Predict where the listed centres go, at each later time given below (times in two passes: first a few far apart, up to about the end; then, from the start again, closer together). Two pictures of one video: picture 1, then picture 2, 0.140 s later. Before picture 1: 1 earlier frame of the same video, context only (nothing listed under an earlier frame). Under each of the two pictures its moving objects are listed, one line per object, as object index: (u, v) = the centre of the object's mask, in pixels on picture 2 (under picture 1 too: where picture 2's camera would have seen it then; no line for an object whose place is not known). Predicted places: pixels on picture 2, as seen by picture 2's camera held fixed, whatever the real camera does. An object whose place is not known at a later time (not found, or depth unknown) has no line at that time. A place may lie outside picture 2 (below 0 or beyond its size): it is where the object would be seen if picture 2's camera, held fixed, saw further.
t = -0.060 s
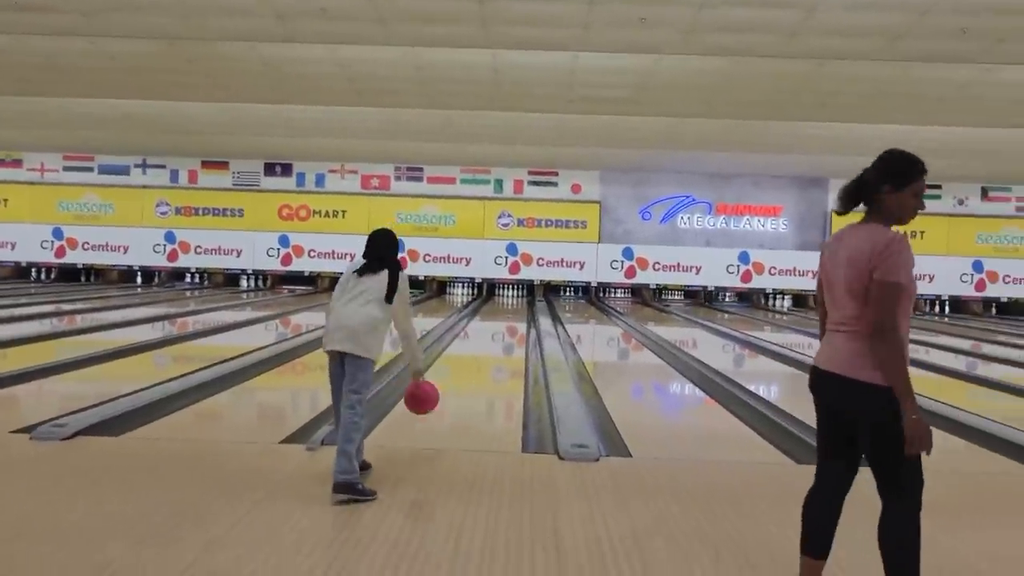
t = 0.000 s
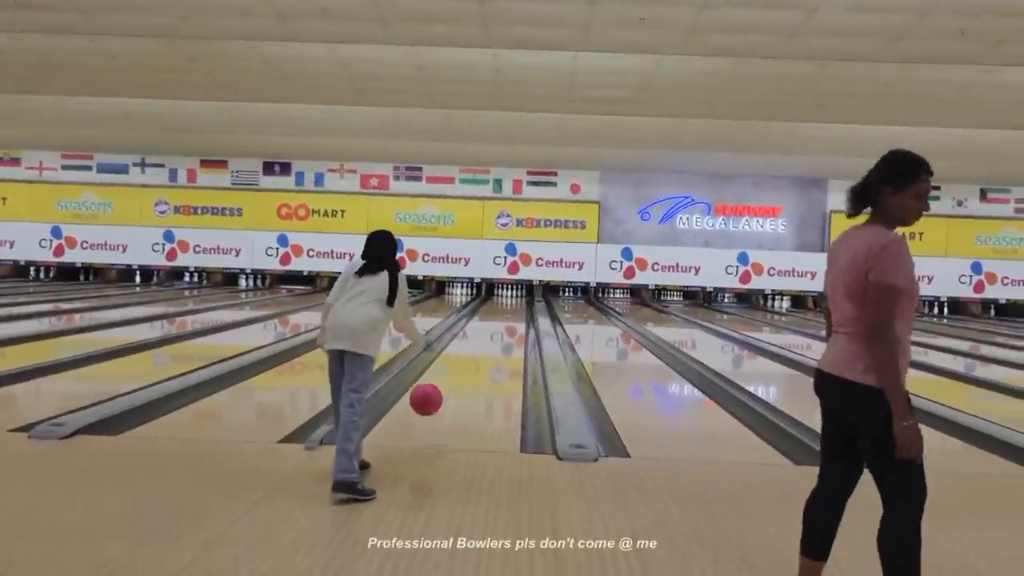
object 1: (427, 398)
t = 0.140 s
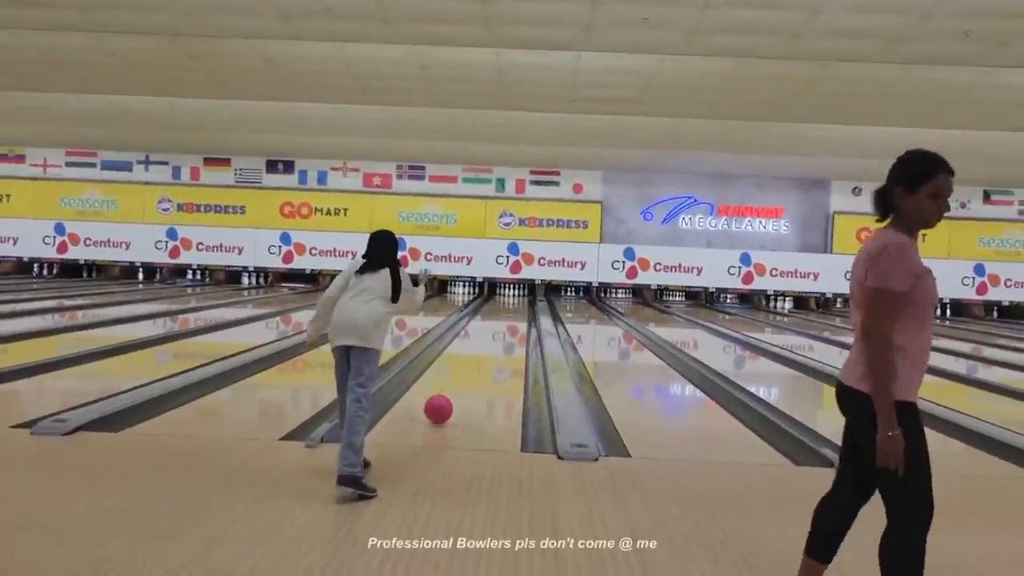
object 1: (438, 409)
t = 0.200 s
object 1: (443, 402)
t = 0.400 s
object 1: (456, 383)
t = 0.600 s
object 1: (466, 368)
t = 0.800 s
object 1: (473, 356)
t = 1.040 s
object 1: (481, 345)
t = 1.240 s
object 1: (486, 338)
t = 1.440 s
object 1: (489, 332)
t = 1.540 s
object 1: (491, 329)
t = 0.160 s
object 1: (440, 406)
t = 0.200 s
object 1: (443, 402)
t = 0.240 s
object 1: (446, 399)
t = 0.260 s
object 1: (447, 397)
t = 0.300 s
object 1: (450, 392)
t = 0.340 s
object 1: (452, 389)
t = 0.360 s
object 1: (453, 387)
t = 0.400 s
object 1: (456, 383)
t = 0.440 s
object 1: (458, 380)
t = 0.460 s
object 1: (459, 378)
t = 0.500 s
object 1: (461, 375)
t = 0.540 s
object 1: (463, 372)
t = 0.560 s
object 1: (464, 371)
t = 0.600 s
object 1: (466, 368)
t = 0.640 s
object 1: (467, 365)
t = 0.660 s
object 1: (468, 364)
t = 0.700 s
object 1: (470, 362)
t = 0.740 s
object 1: (471, 359)
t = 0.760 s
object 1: (472, 358)
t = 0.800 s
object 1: (473, 356)
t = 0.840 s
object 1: (475, 354)
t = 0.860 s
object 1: (475, 353)
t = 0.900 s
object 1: (476, 351)
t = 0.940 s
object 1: (478, 349)
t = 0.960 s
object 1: (478, 348)
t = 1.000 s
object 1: (479, 347)
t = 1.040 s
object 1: (481, 345)
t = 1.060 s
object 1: (481, 344)
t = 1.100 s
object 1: (482, 343)
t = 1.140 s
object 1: (483, 341)
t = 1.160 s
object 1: (484, 341)
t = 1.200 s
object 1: (485, 339)
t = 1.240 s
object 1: (486, 338)
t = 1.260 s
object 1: (486, 337)
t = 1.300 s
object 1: (487, 336)
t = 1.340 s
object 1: (488, 334)
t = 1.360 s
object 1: (488, 334)
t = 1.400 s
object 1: (489, 333)
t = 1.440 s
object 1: (489, 332)
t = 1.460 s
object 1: (490, 331)
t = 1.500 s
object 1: (491, 330)
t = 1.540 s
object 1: (491, 329)
